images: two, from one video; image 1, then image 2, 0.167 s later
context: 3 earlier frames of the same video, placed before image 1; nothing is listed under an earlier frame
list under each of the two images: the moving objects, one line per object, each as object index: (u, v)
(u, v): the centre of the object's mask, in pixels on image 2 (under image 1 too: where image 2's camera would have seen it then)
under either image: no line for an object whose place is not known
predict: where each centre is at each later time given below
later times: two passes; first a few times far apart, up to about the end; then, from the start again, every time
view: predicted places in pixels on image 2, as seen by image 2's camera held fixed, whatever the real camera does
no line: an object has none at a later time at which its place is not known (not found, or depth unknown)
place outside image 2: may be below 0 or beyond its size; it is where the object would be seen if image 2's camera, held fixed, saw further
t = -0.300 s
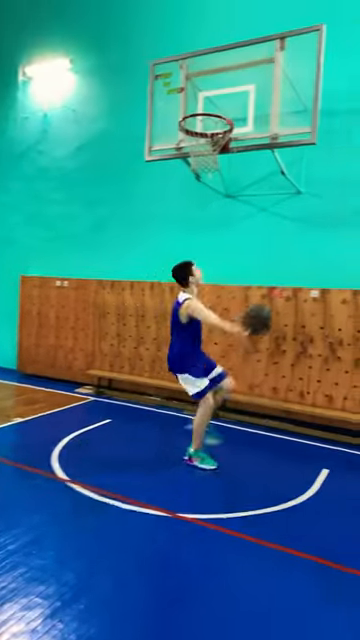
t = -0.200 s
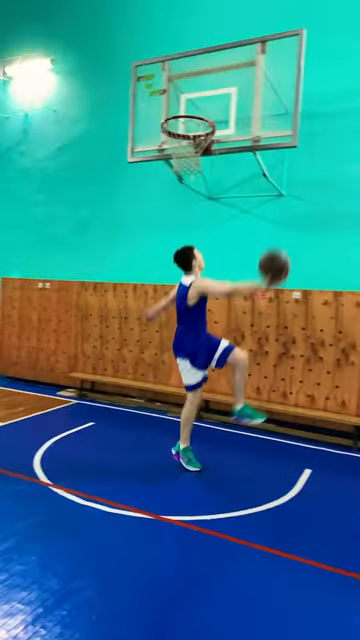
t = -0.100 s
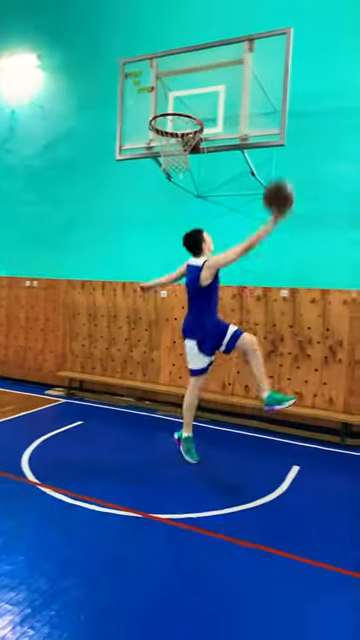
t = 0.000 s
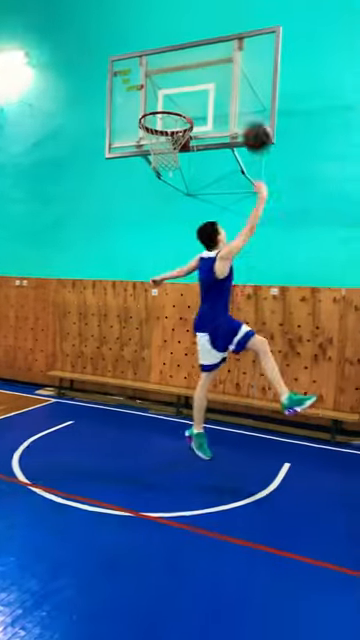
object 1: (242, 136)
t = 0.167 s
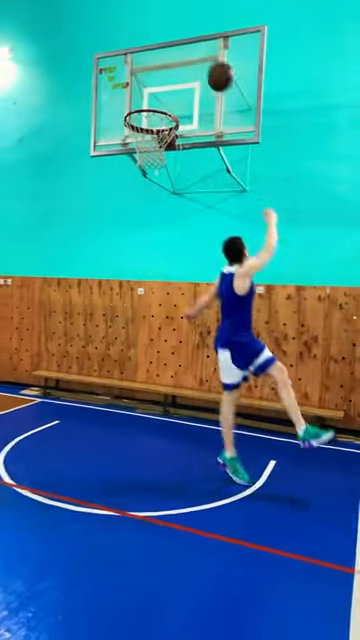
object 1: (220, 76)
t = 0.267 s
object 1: (208, 60)
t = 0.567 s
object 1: (173, 58)
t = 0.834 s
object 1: (151, 109)
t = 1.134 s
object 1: (148, 131)
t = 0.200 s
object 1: (216, 69)
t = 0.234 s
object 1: (212, 64)
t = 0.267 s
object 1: (208, 60)
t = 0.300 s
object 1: (204, 57)
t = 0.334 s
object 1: (200, 56)
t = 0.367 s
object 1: (197, 55)
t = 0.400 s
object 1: (193, 53)
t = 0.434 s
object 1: (189, 51)
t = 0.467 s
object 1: (185, 51)
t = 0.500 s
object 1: (181, 52)
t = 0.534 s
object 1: (177, 54)
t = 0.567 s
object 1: (173, 58)
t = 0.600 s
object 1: (169, 63)
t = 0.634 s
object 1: (165, 69)
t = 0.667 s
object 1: (161, 76)
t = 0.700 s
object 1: (156, 85)
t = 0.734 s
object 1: (152, 95)
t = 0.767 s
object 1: (149, 104)
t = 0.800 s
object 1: (150, 106)
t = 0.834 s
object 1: (151, 109)
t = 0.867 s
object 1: (152, 113)
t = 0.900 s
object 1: (153, 119)
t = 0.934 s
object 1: (154, 122)
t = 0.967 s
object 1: (153, 121)
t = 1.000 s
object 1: (151, 120)
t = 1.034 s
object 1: (150, 120)
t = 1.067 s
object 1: (149, 121)
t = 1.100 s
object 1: (149, 125)
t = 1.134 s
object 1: (148, 131)
